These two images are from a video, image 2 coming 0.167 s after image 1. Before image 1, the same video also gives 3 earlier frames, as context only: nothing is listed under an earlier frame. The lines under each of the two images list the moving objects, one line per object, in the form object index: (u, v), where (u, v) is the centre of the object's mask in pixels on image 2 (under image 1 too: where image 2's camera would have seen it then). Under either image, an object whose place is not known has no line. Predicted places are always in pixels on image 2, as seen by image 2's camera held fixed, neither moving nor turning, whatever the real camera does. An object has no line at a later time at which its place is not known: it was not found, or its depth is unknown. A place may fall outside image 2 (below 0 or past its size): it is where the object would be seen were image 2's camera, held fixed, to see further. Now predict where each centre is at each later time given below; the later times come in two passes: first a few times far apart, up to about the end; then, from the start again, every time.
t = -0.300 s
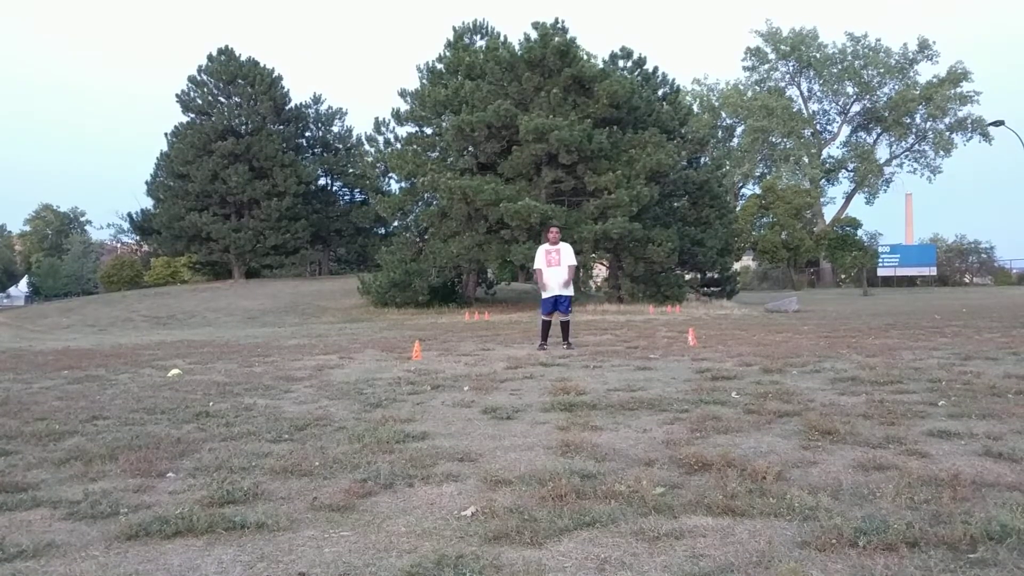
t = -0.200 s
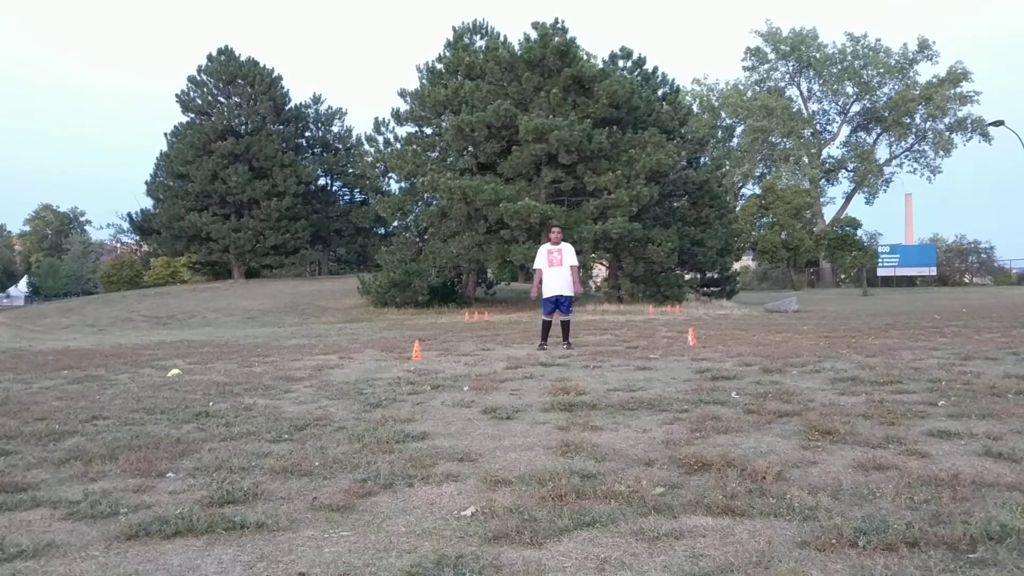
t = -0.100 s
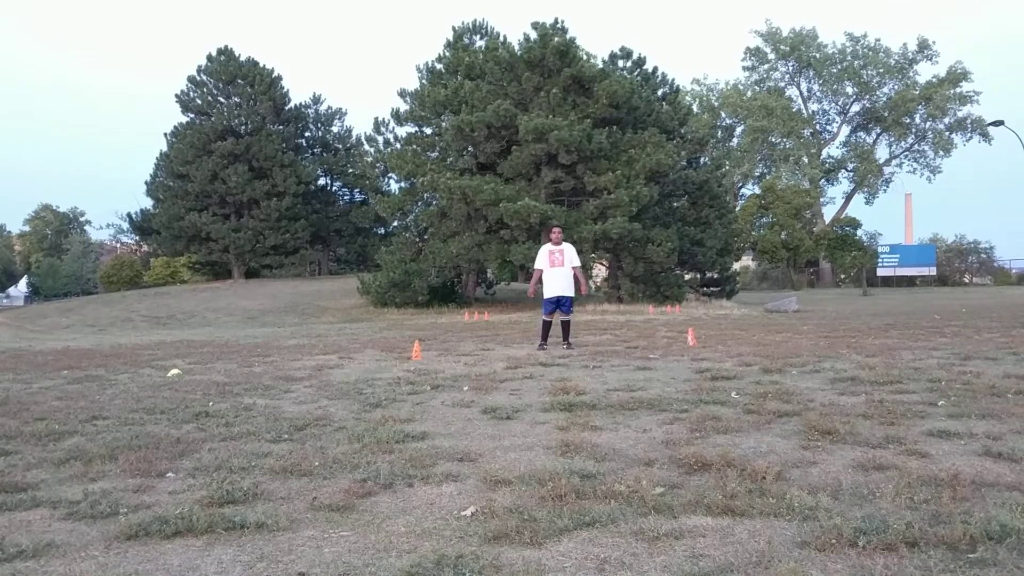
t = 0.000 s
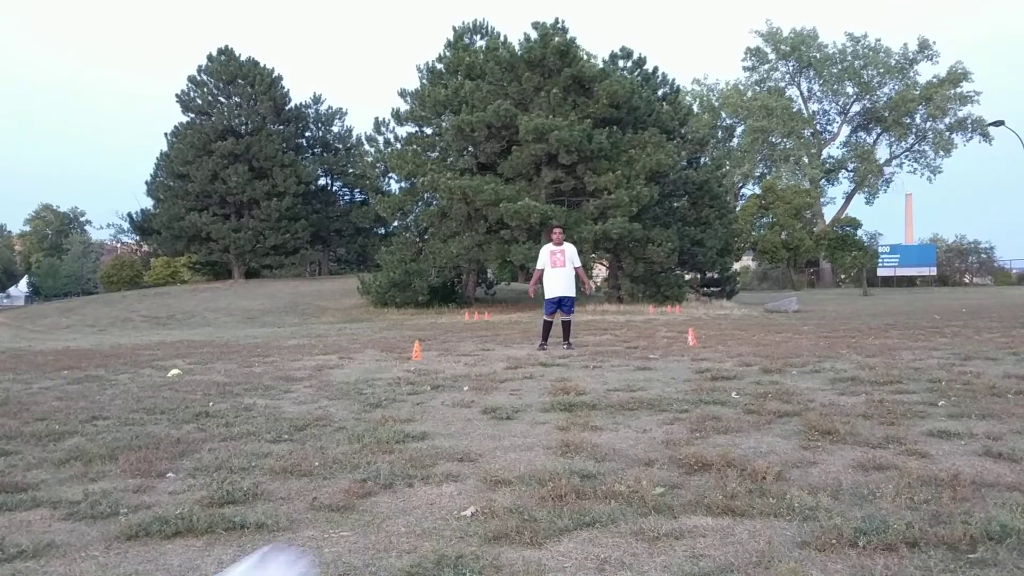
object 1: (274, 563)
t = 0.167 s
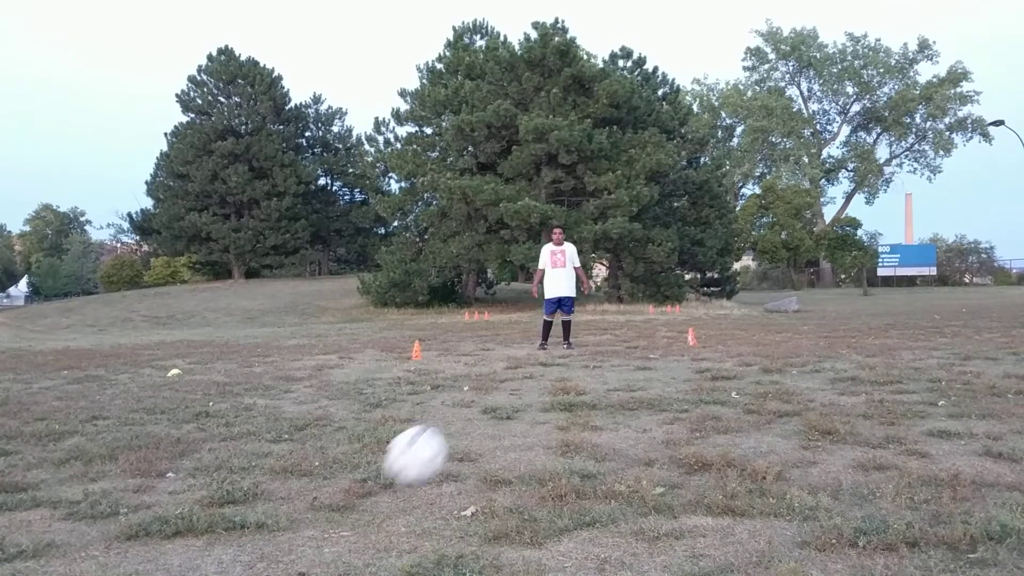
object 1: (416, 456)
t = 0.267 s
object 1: (457, 439)
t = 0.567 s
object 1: (502, 391)
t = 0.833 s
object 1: (519, 370)
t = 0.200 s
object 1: (431, 447)
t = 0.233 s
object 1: (445, 440)
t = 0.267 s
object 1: (457, 439)
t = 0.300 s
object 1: (465, 428)
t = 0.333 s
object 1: (472, 417)
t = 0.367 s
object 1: (478, 409)
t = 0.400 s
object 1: (483, 404)
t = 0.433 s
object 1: (488, 403)
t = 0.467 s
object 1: (493, 402)
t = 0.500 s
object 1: (496, 400)
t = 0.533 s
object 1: (499, 395)
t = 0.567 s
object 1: (502, 391)
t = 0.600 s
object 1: (505, 389)
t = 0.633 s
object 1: (507, 387)
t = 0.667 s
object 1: (510, 383)
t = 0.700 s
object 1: (512, 378)
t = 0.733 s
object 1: (514, 376)
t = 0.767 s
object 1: (516, 374)
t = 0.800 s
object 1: (518, 371)
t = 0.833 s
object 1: (519, 370)
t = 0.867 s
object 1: (521, 368)
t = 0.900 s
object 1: (523, 365)
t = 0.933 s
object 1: (524, 363)
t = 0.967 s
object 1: (526, 362)
